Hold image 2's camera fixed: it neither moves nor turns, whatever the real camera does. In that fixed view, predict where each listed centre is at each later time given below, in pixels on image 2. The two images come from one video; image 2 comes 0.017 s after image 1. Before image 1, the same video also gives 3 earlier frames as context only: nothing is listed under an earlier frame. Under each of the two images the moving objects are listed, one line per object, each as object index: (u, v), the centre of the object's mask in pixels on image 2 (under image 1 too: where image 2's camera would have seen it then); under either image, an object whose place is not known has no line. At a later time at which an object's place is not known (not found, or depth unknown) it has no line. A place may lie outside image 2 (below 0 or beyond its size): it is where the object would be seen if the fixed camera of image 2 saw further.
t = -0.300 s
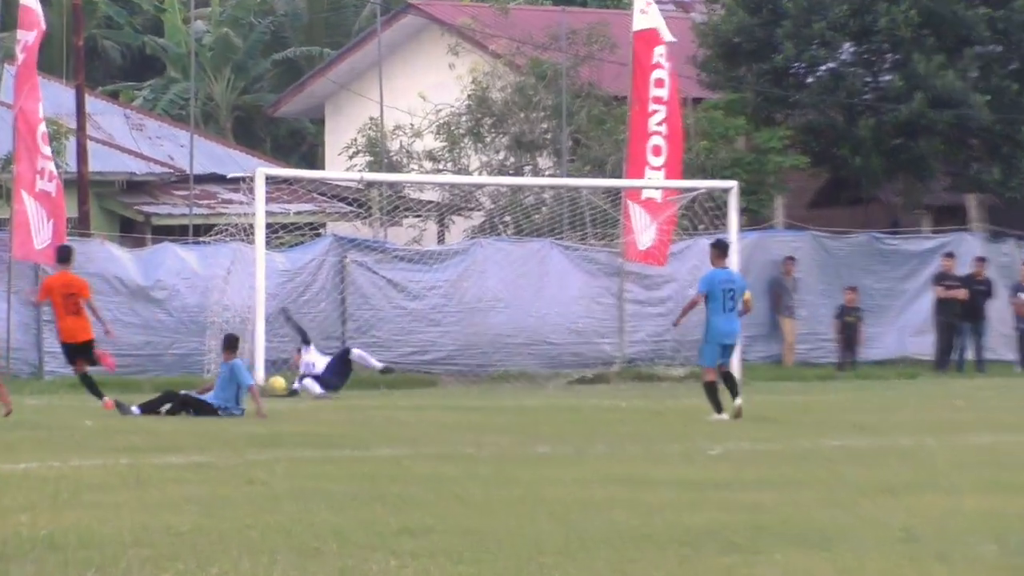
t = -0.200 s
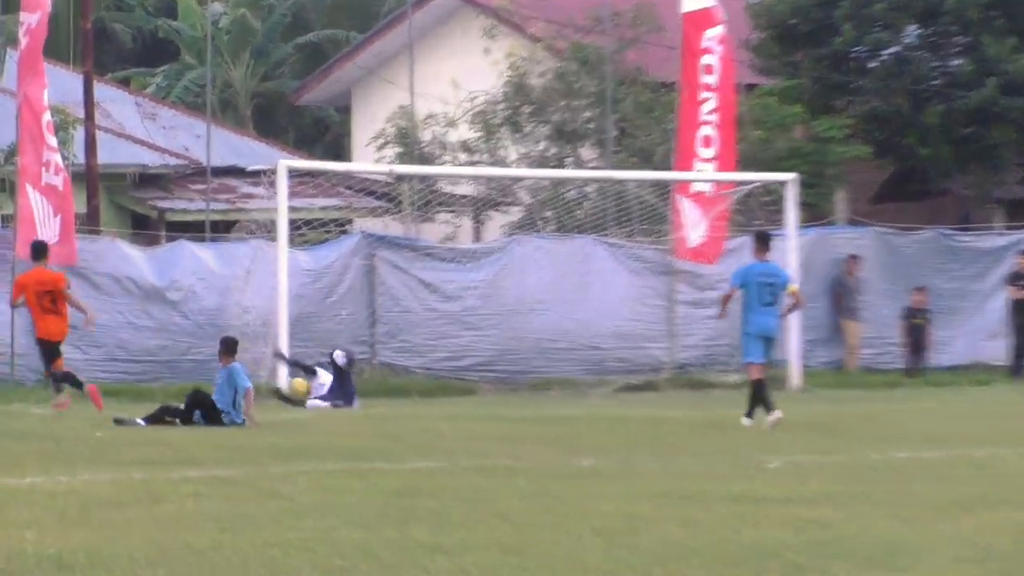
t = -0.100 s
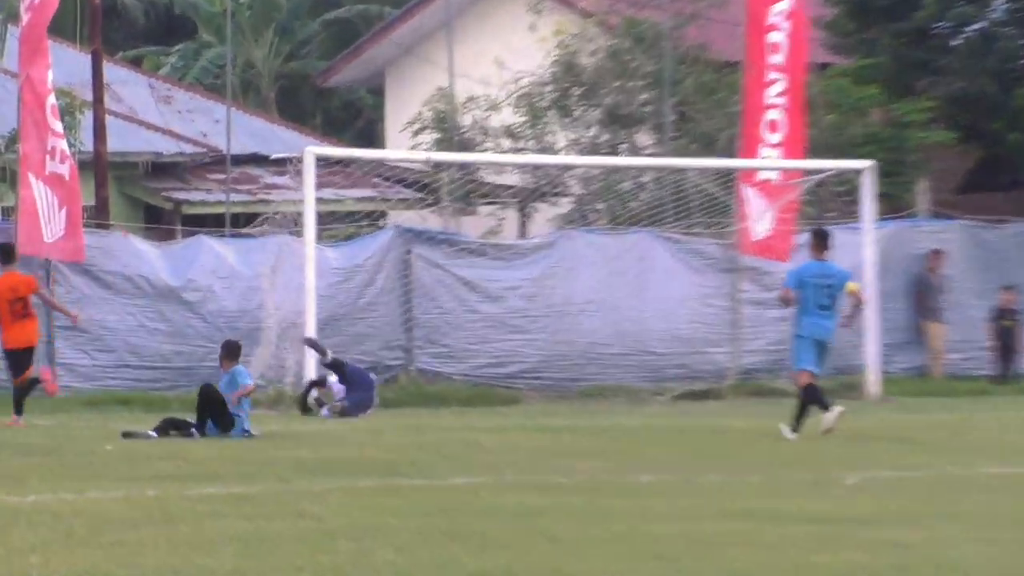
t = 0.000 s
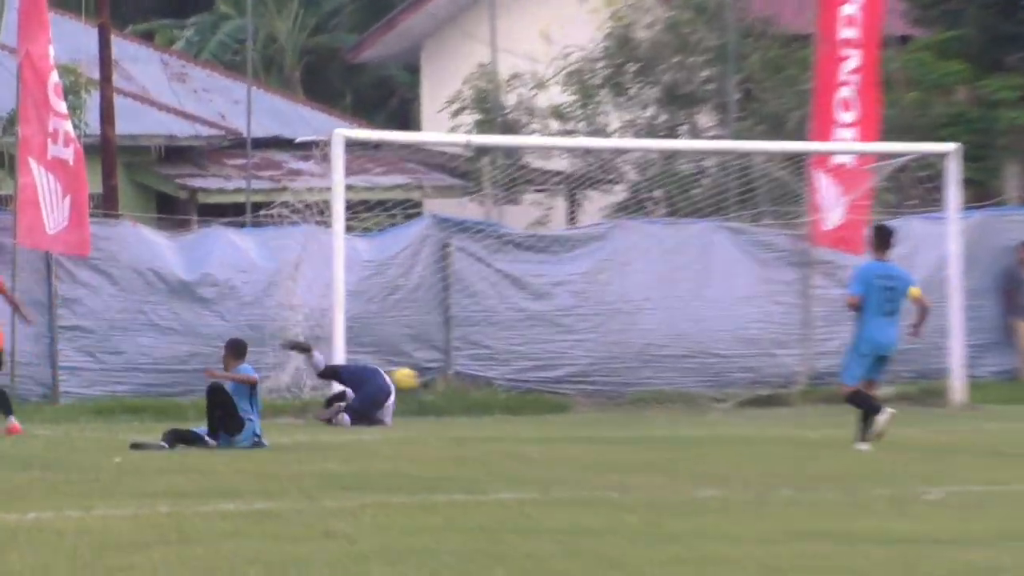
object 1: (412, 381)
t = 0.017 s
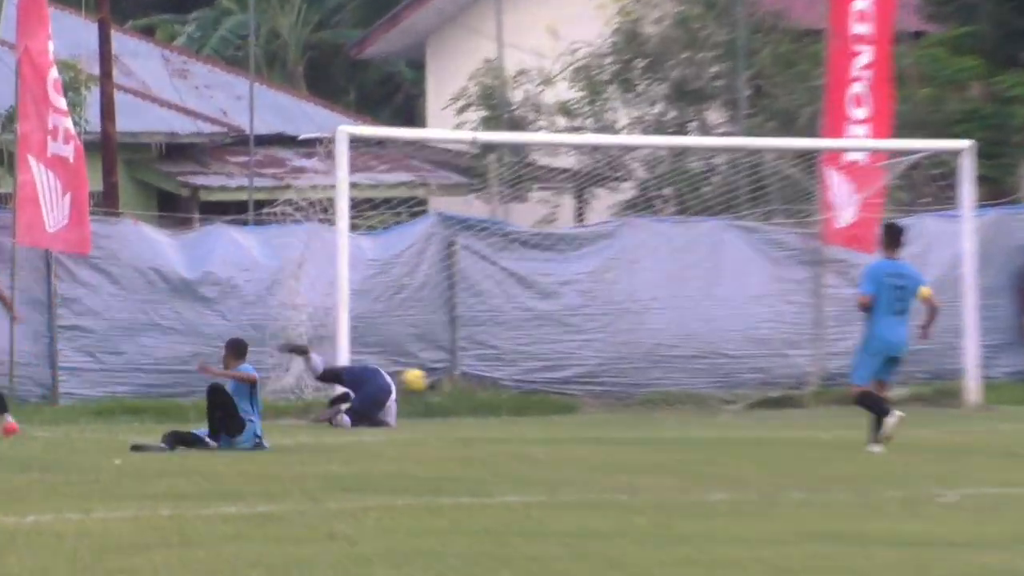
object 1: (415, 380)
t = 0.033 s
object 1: (420, 381)
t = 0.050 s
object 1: (424, 383)
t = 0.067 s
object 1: (432, 385)
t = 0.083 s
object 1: (436, 388)
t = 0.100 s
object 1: (441, 391)
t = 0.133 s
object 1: (451, 393)
